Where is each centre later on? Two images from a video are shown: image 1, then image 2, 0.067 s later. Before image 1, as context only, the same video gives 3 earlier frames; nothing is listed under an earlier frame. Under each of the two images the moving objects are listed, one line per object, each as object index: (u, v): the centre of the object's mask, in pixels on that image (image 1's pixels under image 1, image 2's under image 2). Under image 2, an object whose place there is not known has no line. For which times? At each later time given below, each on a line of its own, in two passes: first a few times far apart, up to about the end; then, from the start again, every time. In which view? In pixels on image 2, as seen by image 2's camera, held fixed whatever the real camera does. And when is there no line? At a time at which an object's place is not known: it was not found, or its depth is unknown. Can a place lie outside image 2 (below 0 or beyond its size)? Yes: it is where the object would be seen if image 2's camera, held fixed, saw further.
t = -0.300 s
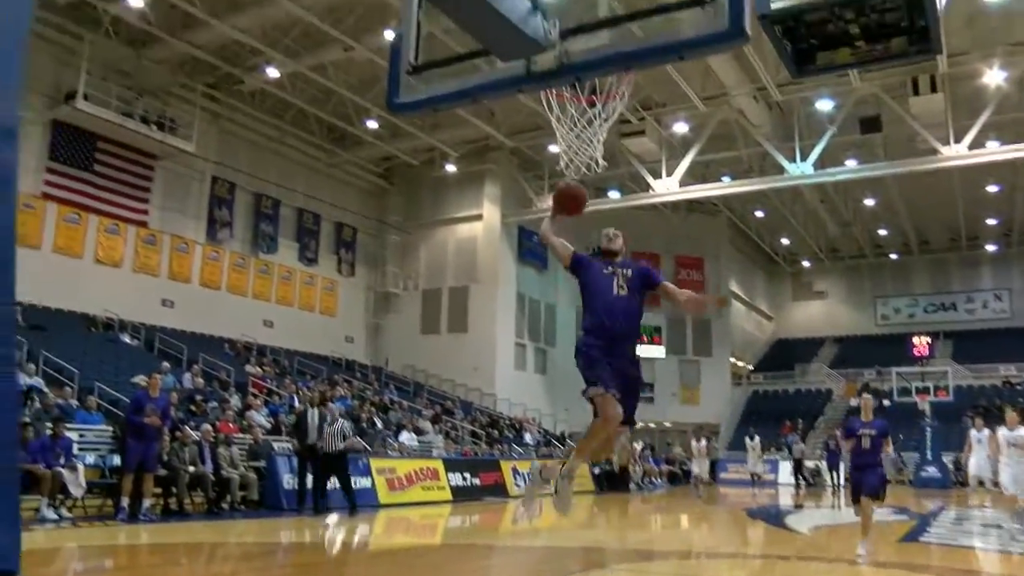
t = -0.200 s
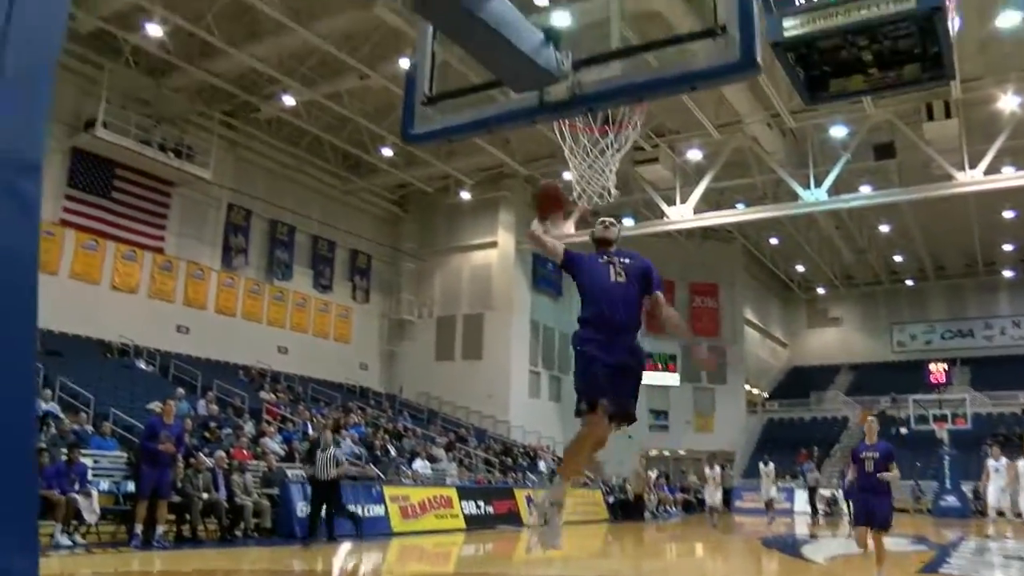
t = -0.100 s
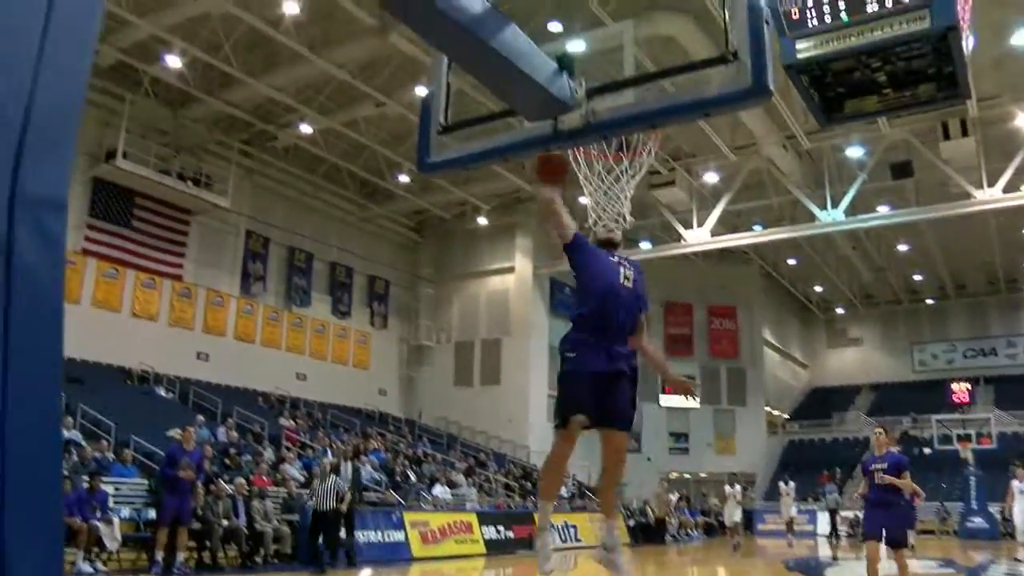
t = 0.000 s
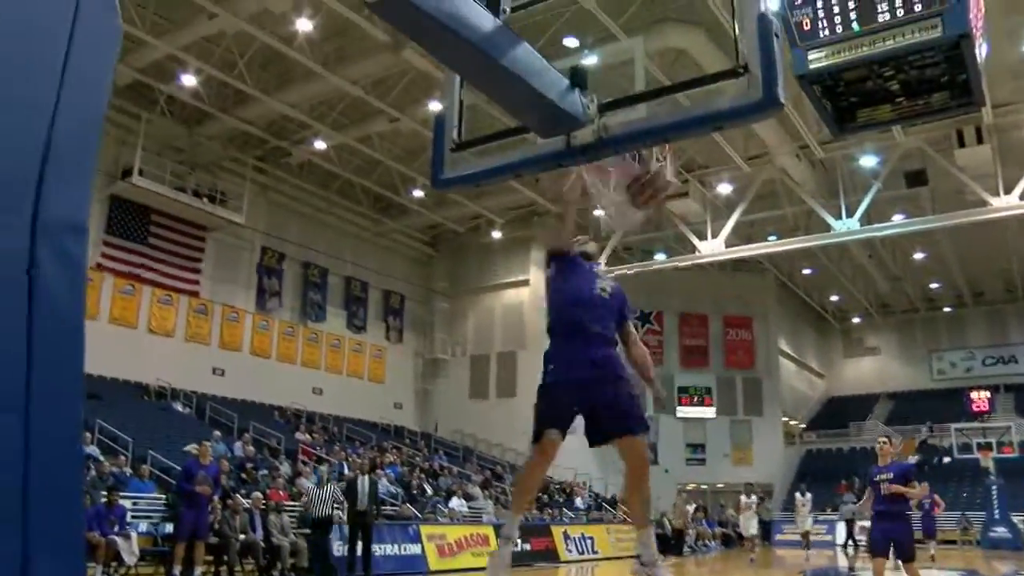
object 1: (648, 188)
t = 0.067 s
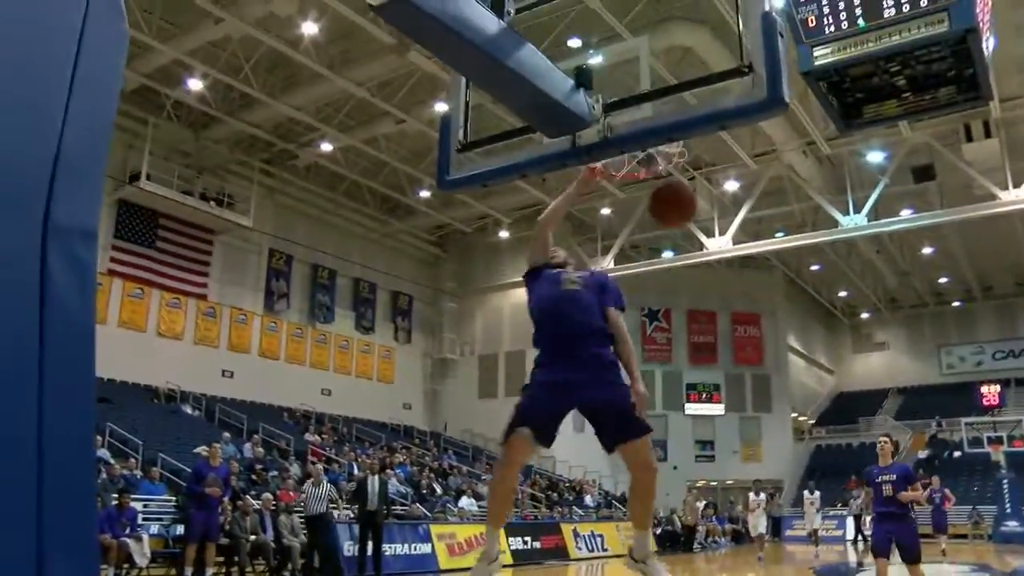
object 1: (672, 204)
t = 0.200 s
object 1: (714, 265)
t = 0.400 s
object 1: (799, 474)
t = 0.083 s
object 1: (677, 209)
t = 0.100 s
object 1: (682, 213)
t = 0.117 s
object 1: (688, 222)
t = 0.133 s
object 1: (691, 227)
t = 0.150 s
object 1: (697, 236)
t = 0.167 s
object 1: (702, 246)
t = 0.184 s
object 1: (708, 255)
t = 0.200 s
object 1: (714, 265)
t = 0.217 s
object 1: (720, 277)
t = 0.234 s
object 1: (727, 289)
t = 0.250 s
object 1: (735, 301)
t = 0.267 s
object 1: (739, 312)
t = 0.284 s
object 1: (744, 329)
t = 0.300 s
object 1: (753, 344)
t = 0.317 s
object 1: (761, 364)
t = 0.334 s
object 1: (768, 384)
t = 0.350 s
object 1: (773, 405)
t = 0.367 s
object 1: (782, 428)
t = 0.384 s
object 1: (792, 451)
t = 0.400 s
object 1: (799, 474)
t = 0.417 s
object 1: (808, 499)
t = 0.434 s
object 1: (818, 528)
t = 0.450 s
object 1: (828, 555)
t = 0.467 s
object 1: (840, 584)
